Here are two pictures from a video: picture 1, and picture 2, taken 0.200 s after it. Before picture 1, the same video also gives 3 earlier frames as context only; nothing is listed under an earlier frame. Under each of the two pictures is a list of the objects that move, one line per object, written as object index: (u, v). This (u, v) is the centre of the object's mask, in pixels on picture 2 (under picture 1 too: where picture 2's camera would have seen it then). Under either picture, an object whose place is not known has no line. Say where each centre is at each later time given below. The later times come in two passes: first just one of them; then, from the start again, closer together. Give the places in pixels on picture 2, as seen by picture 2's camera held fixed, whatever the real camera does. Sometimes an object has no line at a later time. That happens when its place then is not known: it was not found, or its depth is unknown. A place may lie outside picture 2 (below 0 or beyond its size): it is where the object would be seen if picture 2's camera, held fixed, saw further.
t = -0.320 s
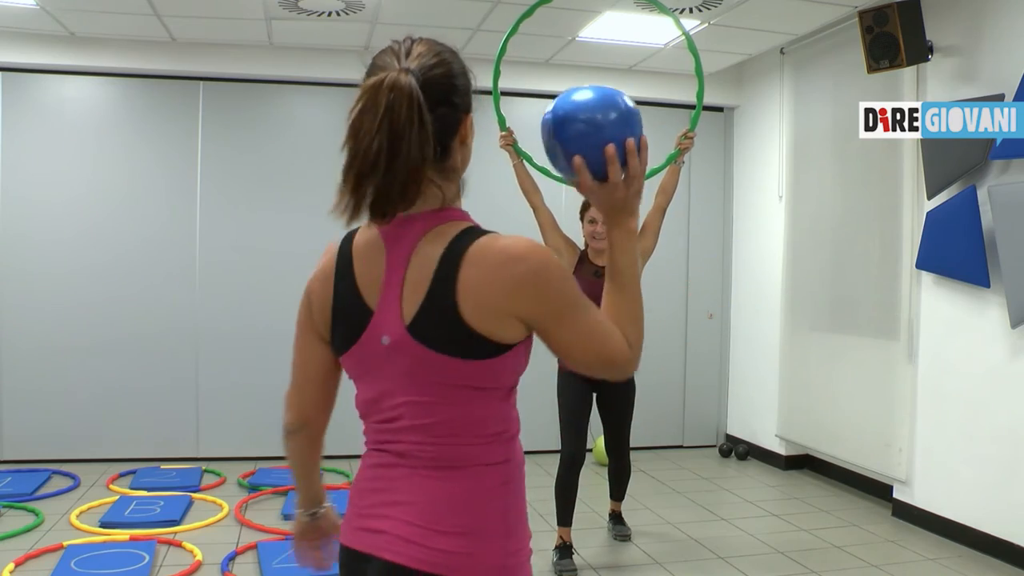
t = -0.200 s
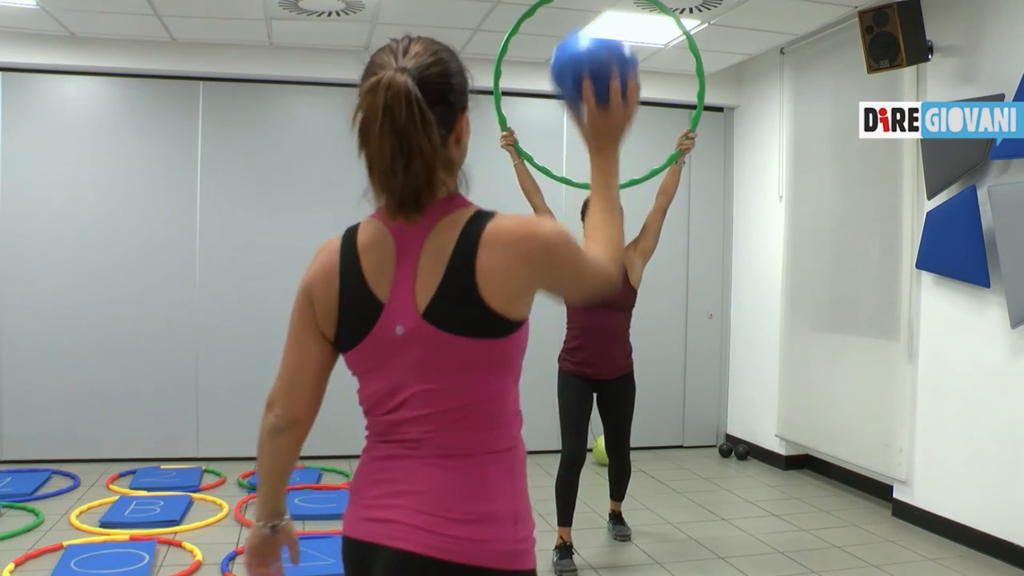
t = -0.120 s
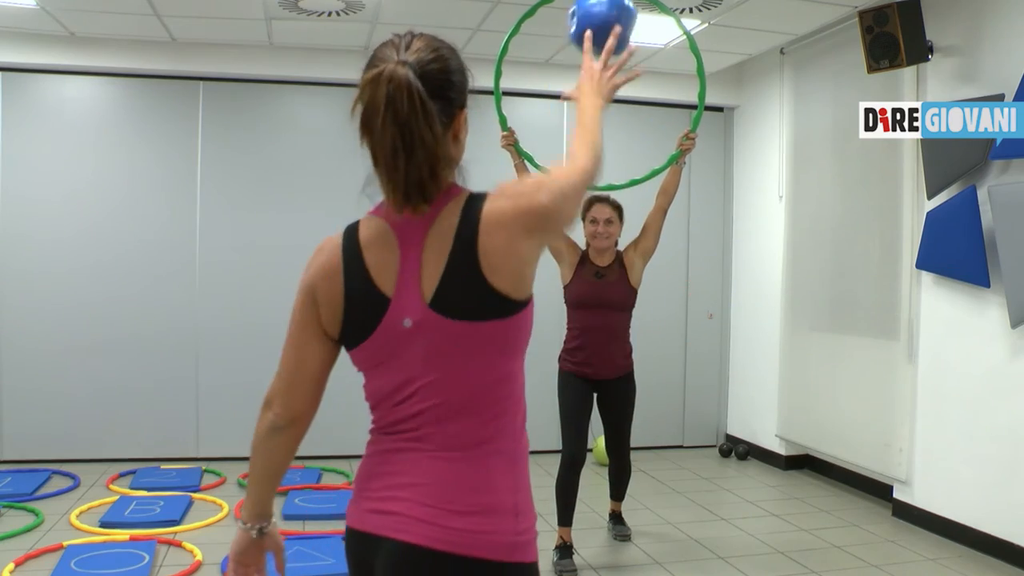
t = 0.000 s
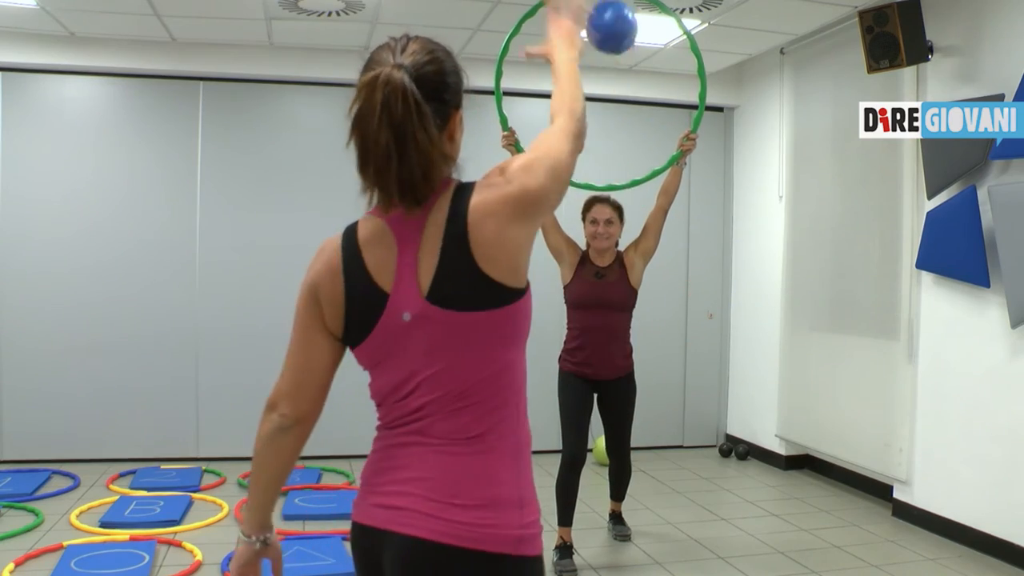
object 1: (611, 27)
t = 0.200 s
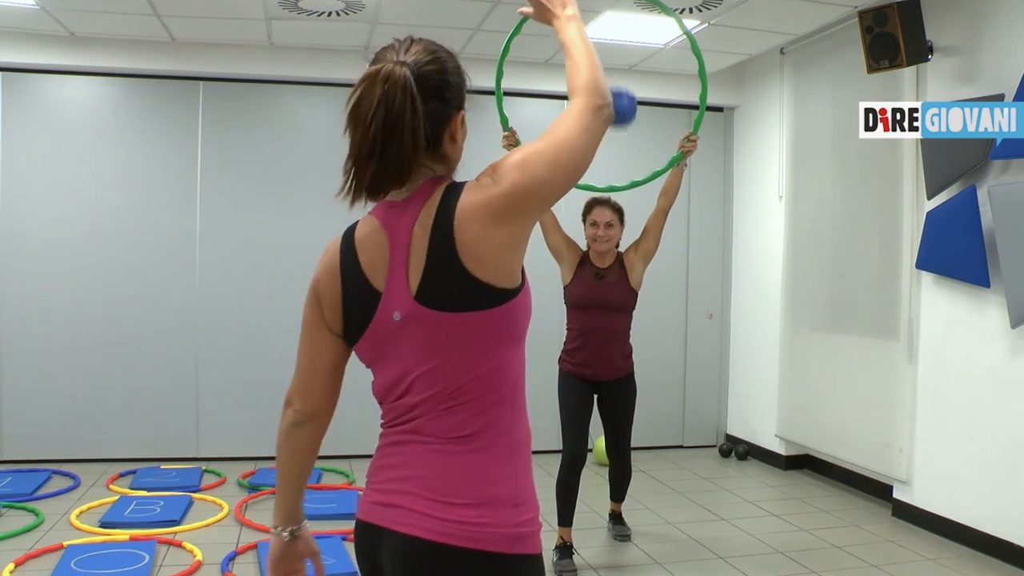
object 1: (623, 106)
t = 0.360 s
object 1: (626, 204)
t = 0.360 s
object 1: (626, 204)
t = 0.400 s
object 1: (631, 229)
